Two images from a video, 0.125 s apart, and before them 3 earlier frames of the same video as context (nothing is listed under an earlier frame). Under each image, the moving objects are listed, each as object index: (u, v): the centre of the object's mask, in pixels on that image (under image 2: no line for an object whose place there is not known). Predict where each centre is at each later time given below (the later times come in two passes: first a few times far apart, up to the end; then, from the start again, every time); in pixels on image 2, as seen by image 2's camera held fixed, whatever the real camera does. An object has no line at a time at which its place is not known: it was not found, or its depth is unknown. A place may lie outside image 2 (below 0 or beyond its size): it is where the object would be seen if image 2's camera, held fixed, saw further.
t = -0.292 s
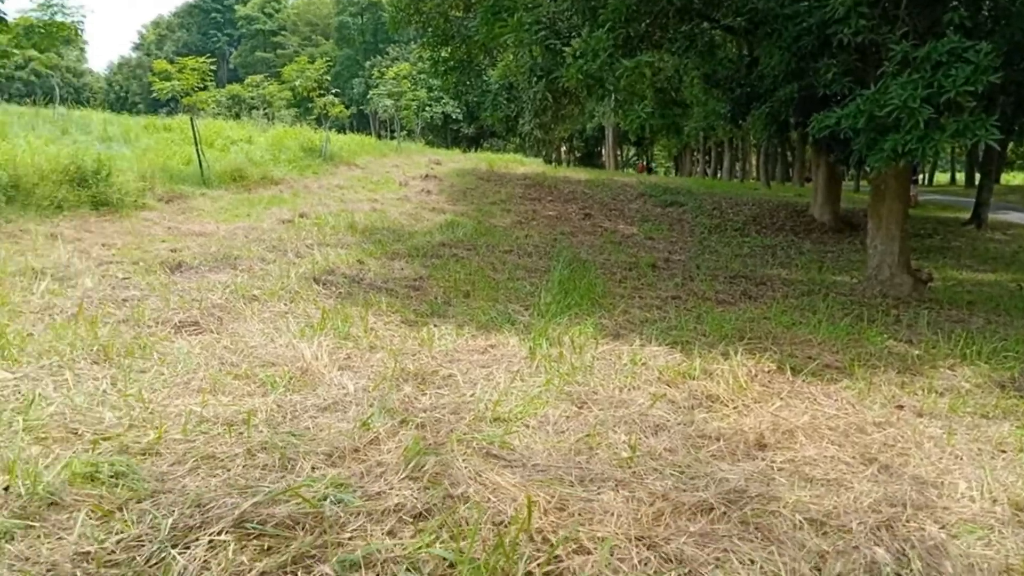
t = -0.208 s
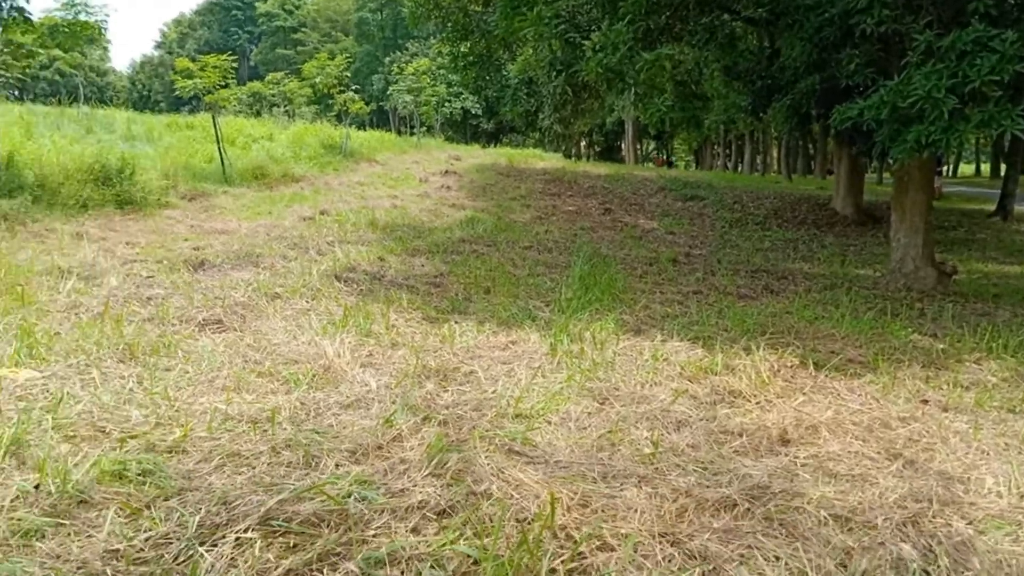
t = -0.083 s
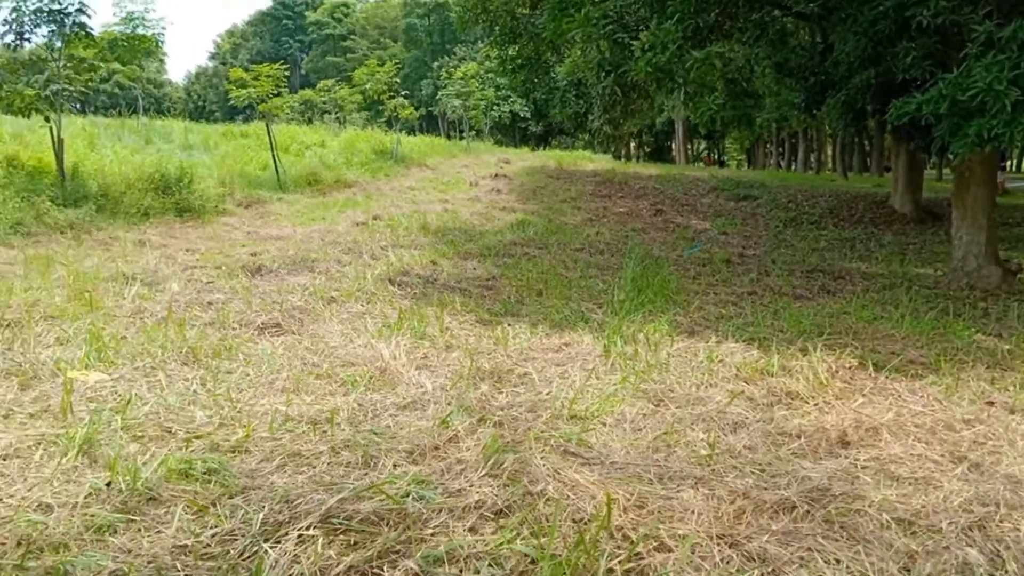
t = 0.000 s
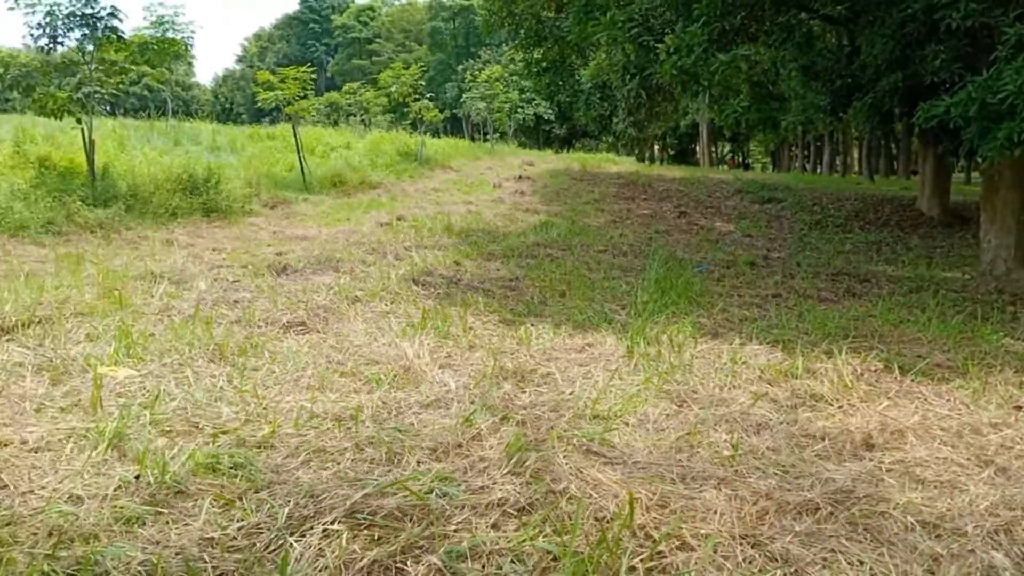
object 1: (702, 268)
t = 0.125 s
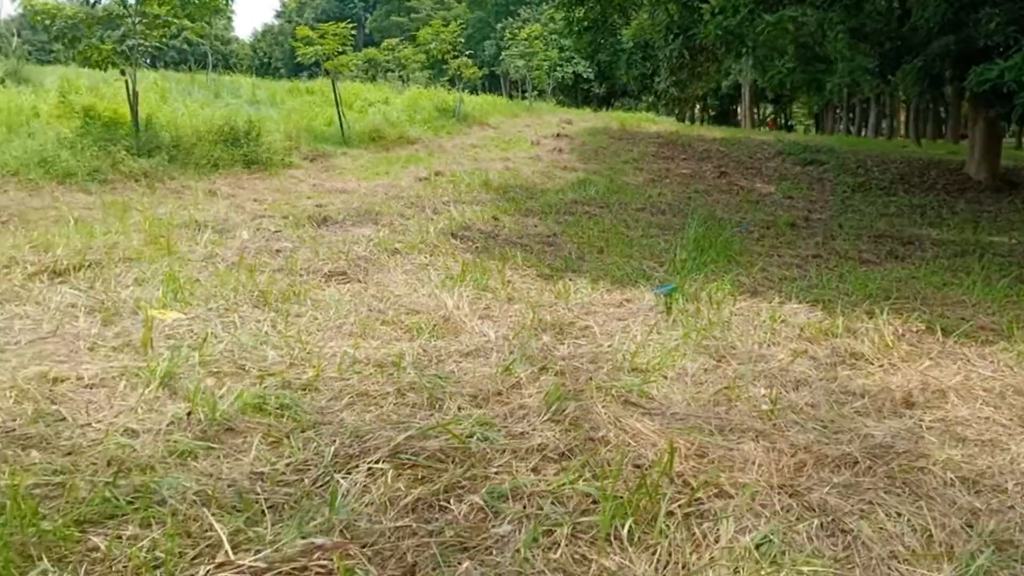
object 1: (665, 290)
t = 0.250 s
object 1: (581, 353)
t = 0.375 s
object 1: (494, 376)
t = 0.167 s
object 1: (638, 310)
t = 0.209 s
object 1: (613, 330)
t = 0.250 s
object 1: (581, 353)
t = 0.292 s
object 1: (549, 375)
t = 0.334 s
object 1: (512, 377)
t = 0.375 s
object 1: (494, 376)
